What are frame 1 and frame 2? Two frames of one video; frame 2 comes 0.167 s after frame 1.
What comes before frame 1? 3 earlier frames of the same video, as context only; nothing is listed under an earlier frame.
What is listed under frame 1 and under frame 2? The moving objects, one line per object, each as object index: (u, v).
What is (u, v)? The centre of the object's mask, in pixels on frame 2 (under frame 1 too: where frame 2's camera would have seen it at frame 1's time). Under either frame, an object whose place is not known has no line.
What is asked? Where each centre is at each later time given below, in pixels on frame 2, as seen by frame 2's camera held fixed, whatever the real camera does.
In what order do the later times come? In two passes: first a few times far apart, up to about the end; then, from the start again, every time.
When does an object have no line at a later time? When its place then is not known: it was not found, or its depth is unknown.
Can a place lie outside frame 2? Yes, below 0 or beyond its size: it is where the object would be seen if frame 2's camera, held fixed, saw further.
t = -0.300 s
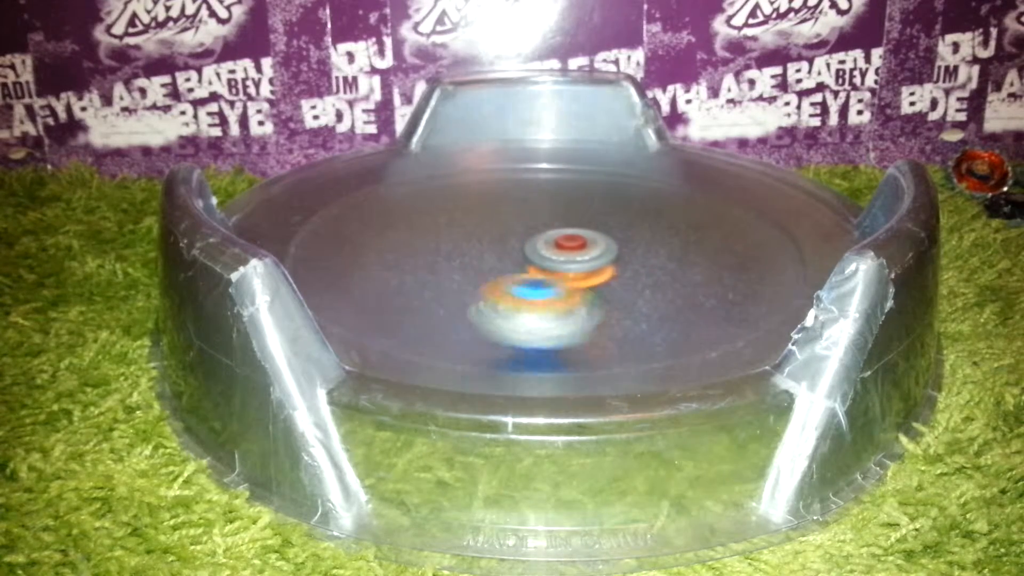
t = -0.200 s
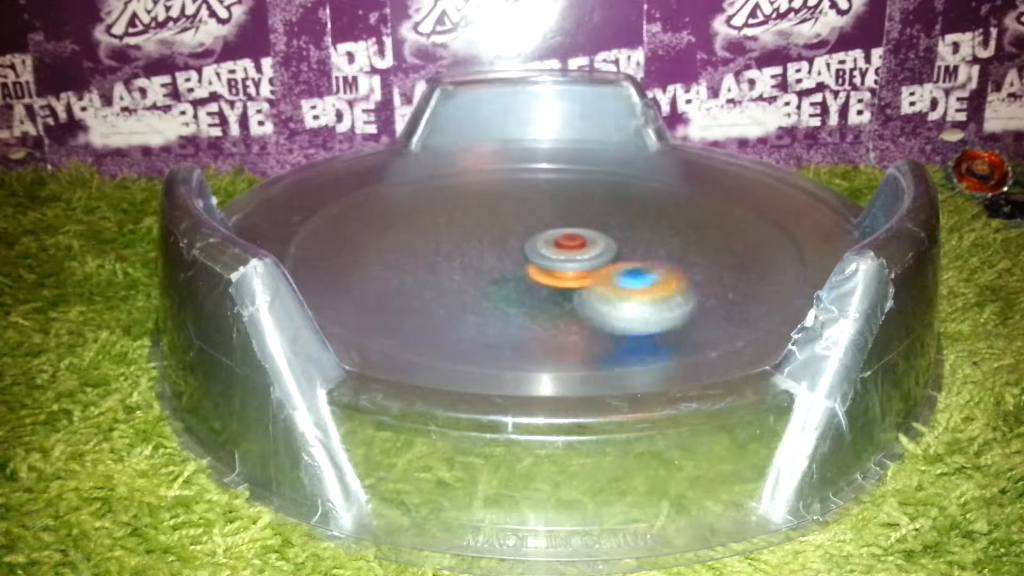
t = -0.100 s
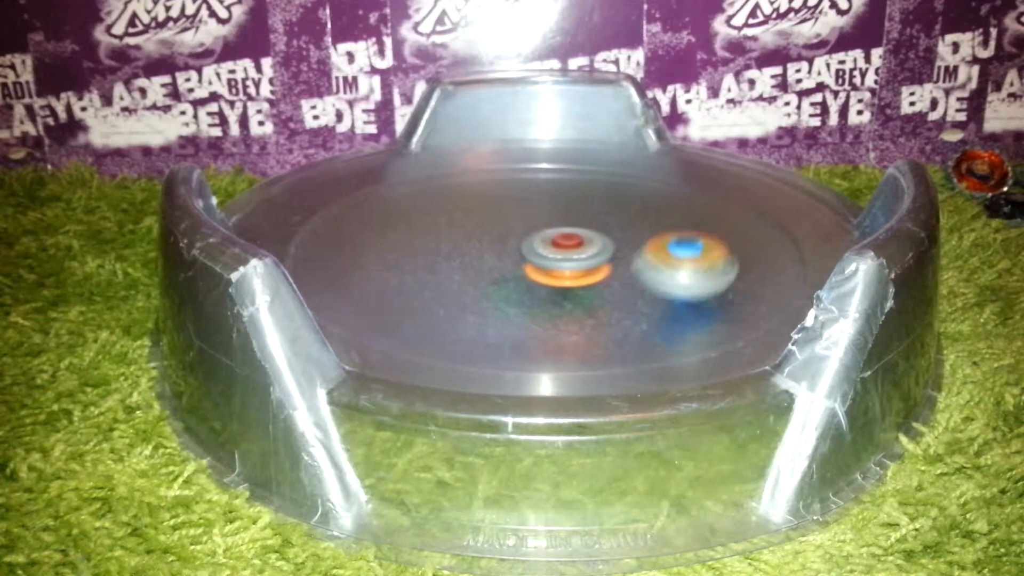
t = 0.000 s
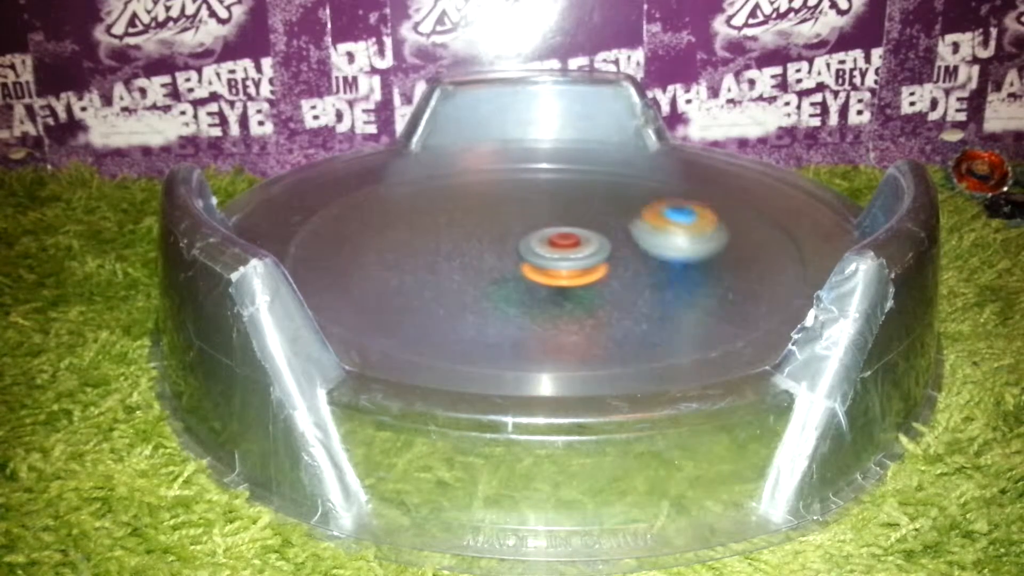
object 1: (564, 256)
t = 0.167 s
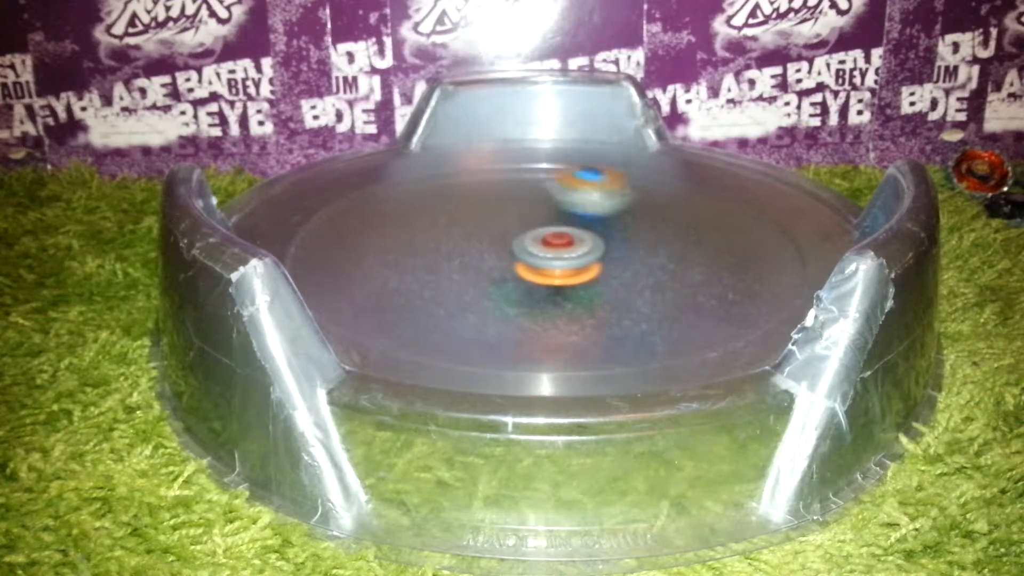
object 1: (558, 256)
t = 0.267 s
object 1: (554, 255)
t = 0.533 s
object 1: (541, 255)
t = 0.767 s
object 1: (533, 249)
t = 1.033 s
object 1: (532, 256)
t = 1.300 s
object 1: (539, 255)
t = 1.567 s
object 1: (549, 251)
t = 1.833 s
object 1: (558, 245)
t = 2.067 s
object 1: (553, 241)
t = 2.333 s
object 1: (544, 244)
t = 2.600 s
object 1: (552, 249)
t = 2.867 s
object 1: (559, 252)
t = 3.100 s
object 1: (562, 254)
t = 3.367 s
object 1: (562, 256)
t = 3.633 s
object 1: (560, 258)
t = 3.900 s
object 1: (557, 258)
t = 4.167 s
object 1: (547, 257)
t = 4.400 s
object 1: (544, 255)
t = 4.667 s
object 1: (541, 254)
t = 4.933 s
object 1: (541, 251)
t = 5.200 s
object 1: (547, 249)
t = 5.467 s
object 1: (553, 245)
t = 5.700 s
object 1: (551, 250)
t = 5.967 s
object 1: (554, 255)
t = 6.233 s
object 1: (550, 252)
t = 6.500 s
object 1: (557, 259)
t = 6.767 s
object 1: (557, 258)
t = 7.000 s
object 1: (556, 255)
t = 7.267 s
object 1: (548, 249)
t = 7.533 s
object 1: (547, 248)
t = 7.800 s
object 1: (546, 249)
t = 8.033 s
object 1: (547, 253)
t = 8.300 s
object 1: (556, 249)
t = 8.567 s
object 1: (560, 254)
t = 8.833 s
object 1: (561, 250)
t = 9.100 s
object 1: (552, 246)
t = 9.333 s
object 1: (546, 242)
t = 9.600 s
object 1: (542, 250)
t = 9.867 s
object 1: (544, 252)
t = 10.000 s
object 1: (547, 253)
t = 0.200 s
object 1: (557, 255)
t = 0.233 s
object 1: (555, 255)
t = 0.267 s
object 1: (554, 255)
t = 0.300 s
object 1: (552, 255)
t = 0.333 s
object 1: (551, 255)
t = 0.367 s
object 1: (549, 255)
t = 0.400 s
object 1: (547, 255)
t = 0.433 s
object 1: (546, 255)
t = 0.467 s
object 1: (544, 254)
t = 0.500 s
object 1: (543, 255)
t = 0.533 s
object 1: (541, 255)
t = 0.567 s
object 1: (540, 255)
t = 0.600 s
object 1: (539, 255)
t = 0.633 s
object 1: (538, 254)
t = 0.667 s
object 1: (538, 254)
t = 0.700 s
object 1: (539, 253)
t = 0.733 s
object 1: (539, 251)
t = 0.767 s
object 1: (533, 249)
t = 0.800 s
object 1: (530, 252)
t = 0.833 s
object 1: (533, 255)
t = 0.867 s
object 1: (533, 255)
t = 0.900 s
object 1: (532, 255)
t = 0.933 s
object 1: (532, 256)
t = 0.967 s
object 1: (532, 256)
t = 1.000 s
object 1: (532, 256)
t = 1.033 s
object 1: (532, 256)
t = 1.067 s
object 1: (532, 256)
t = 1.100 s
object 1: (532, 256)
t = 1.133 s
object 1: (533, 256)
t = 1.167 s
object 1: (534, 256)
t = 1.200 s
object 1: (535, 256)
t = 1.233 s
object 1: (537, 256)
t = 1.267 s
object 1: (538, 255)
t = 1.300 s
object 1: (539, 255)
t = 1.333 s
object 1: (541, 255)
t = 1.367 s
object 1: (541, 254)
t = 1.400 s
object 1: (543, 254)
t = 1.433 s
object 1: (544, 253)
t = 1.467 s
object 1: (546, 253)
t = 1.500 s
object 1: (547, 252)
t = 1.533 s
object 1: (548, 252)
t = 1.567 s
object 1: (549, 251)
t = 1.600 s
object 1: (550, 251)
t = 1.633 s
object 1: (551, 250)
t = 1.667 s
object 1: (553, 250)
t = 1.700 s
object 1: (555, 249)
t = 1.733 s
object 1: (556, 248)
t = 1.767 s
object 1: (557, 247)
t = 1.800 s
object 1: (558, 247)
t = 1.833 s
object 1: (558, 245)
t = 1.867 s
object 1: (559, 245)
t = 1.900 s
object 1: (559, 244)
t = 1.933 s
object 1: (559, 243)
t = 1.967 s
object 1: (558, 242)
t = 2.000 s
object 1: (556, 242)
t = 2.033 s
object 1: (555, 241)
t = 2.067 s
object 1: (553, 241)
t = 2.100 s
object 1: (552, 241)
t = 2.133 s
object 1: (551, 241)
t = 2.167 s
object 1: (549, 241)
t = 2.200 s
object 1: (548, 241)
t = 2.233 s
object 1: (546, 241)
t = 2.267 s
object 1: (545, 242)
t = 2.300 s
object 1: (544, 243)
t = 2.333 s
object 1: (544, 244)
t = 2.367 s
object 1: (544, 245)
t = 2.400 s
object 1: (544, 246)
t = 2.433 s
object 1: (546, 246)
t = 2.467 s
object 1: (547, 247)
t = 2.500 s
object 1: (549, 248)
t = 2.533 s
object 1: (550, 248)
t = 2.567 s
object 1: (551, 249)
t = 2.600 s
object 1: (552, 249)
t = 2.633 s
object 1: (553, 249)
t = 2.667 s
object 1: (554, 250)
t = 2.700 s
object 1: (555, 250)
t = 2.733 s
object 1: (556, 250)
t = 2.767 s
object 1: (557, 251)
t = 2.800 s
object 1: (557, 251)
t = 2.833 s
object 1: (558, 251)
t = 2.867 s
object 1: (559, 252)
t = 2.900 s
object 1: (560, 252)
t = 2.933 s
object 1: (562, 250)
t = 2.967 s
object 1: (559, 249)
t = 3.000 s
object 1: (557, 250)
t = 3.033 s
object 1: (559, 253)
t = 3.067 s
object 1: (561, 254)
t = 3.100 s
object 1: (562, 254)
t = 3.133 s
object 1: (562, 254)
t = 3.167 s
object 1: (562, 255)
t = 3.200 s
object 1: (562, 255)
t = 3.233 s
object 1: (562, 255)
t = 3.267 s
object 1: (562, 256)
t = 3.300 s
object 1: (562, 256)
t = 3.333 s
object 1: (562, 256)
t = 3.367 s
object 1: (562, 256)
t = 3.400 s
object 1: (561, 256)
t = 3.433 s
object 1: (561, 257)
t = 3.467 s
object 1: (561, 257)
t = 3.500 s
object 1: (561, 257)
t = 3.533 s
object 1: (561, 257)
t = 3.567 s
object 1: (561, 257)
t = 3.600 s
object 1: (560, 258)
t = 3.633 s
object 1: (560, 258)
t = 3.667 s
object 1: (559, 258)
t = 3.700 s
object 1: (559, 258)
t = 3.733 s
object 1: (558, 258)
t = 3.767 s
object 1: (558, 258)
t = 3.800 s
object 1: (558, 258)
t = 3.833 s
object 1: (557, 258)
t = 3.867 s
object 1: (557, 258)
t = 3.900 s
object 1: (557, 258)
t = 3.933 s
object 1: (559, 256)
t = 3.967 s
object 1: (561, 251)
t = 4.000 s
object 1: (553, 247)
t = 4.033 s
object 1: (545, 252)
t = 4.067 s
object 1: (547, 256)
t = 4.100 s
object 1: (548, 257)
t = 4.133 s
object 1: (548, 257)
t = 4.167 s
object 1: (547, 257)
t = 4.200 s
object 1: (547, 257)
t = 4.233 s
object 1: (547, 256)
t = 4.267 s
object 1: (546, 256)
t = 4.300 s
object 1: (546, 256)
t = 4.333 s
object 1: (546, 256)
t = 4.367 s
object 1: (545, 255)
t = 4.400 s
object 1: (544, 255)
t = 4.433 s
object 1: (543, 255)
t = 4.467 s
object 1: (543, 255)
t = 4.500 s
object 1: (543, 255)
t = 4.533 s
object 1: (542, 255)
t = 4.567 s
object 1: (541, 254)
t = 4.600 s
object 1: (541, 254)
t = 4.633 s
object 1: (541, 254)
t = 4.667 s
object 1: (541, 254)
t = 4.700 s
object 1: (541, 253)
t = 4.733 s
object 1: (540, 253)
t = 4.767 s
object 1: (540, 253)
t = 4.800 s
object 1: (540, 252)
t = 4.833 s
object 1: (541, 252)
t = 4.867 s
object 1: (541, 252)
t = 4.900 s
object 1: (541, 252)
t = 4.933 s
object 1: (541, 251)
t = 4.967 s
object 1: (542, 251)
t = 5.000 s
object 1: (543, 250)
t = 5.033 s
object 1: (544, 248)
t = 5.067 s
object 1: (544, 248)
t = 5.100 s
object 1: (543, 249)
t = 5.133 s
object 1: (544, 249)
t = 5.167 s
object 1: (546, 249)
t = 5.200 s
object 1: (547, 249)
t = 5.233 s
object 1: (548, 248)
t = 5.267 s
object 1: (549, 248)
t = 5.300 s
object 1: (550, 248)
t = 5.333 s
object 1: (551, 247)
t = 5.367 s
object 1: (552, 247)
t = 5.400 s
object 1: (552, 246)
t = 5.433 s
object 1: (553, 246)
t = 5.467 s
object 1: (553, 245)
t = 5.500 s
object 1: (554, 245)
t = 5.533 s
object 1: (555, 245)
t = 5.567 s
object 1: (553, 246)
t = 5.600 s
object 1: (551, 248)
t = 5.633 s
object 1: (550, 248)
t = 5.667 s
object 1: (551, 249)
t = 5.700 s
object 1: (551, 250)
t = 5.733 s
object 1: (552, 250)
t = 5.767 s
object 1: (552, 251)
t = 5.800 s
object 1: (553, 252)
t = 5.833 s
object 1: (553, 252)
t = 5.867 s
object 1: (553, 253)
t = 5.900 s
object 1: (554, 253)
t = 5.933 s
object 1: (554, 254)
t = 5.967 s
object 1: (554, 255)
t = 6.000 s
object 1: (555, 255)
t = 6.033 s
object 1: (555, 255)
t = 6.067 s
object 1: (556, 256)
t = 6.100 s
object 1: (557, 256)
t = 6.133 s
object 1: (560, 254)
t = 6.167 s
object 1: (560, 250)
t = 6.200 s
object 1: (552, 249)
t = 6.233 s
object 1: (550, 252)
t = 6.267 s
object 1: (552, 256)
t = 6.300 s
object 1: (556, 258)
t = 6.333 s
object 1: (557, 258)
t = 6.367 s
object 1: (557, 259)
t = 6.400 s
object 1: (557, 259)
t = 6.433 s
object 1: (557, 259)
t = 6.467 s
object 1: (557, 259)
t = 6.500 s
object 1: (557, 259)
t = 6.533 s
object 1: (557, 259)
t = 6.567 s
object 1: (557, 259)
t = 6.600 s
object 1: (557, 259)
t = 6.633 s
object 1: (558, 259)
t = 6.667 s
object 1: (558, 259)
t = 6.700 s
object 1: (558, 258)
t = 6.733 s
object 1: (557, 258)
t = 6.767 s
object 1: (557, 258)
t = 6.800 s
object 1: (557, 258)
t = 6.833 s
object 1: (557, 257)
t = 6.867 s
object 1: (557, 257)
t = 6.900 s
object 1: (557, 256)
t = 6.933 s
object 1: (557, 256)
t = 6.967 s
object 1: (556, 255)
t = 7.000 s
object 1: (556, 255)
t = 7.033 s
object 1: (555, 255)
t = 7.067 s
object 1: (555, 254)
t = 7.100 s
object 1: (554, 254)
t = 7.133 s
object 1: (556, 252)
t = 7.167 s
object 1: (557, 250)
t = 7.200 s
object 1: (556, 247)
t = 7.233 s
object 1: (549, 245)
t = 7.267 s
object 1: (548, 249)
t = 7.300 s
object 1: (549, 250)
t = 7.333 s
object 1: (549, 251)
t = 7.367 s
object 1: (549, 251)
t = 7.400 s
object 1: (549, 250)
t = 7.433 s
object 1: (548, 250)
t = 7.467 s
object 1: (548, 249)
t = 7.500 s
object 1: (547, 249)
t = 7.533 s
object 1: (547, 248)
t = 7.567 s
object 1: (546, 248)
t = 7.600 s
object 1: (546, 248)
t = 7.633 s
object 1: (546, 248)
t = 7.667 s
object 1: (547, 247)
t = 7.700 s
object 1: (546, 247)
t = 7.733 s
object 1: (546, 247)
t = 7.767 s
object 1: (546, 248)
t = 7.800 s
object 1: (546, 249)
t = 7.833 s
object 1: (546, 249)
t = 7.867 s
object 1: (546, 250)
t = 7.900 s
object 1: (546, 251)
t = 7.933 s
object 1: (546, 251)
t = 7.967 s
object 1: (546, 251)
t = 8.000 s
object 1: (547, 252)
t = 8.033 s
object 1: (547, 253)
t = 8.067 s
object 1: (548, 253)
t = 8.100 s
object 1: (548, 253)
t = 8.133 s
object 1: (549, 254)
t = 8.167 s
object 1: (550, 254)
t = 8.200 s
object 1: (551, 254)
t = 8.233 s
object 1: (553, 254)
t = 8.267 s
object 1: (556, 252)
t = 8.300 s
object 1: (556, 249)
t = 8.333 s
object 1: (550, 247)
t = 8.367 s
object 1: (549, 250)
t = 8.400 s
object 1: (551, 253)
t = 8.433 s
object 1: (554, 254)
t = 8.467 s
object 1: (557, 255)
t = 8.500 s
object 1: (559, 255)
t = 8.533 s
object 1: (560, 254)
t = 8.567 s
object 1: (560, 254)
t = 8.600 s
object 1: (561, 254)
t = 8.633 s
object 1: (561, 253)
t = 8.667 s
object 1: (561, 253)
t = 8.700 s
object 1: (561, 252)
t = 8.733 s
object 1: (561, 252)
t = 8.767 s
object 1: (561, 251)
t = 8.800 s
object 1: (561, 251)
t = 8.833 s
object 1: (561, 250)
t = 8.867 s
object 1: (560, 249)
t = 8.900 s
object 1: (559, 249)
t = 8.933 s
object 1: (559, 248)
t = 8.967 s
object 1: (558, 248)
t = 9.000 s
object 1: (556, 247)
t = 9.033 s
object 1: (555, 246)
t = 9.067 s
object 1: (554, 246)
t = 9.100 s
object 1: (552, 246)
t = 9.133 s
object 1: (551, 246)
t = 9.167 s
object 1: (550, 245)
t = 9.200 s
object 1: (549, 246)
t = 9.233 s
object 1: (548, 246)
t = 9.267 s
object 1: (549, 245)
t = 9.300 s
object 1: (549, 243)
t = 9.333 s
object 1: (546, 242)
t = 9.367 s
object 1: (542, 242)
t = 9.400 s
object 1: (541, 245)
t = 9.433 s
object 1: (542, 247)
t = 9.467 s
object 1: (542, 248)
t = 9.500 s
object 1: (542, 248)
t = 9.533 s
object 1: (541, 249)
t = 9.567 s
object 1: (541, 249)
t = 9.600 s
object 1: (542, 250)
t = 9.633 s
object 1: (542, 250)
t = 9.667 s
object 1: (542, 251)
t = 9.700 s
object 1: (543, 251)
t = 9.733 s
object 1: (543, 251)
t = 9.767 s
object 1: (544, 252)
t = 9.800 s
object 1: (544, 252)
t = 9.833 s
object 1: (544, 252)
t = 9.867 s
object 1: (544, 252)
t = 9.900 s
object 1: (545, 253)
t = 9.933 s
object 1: (545, 253)
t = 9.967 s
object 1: (546, 253)
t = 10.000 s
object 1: (547, 253)
